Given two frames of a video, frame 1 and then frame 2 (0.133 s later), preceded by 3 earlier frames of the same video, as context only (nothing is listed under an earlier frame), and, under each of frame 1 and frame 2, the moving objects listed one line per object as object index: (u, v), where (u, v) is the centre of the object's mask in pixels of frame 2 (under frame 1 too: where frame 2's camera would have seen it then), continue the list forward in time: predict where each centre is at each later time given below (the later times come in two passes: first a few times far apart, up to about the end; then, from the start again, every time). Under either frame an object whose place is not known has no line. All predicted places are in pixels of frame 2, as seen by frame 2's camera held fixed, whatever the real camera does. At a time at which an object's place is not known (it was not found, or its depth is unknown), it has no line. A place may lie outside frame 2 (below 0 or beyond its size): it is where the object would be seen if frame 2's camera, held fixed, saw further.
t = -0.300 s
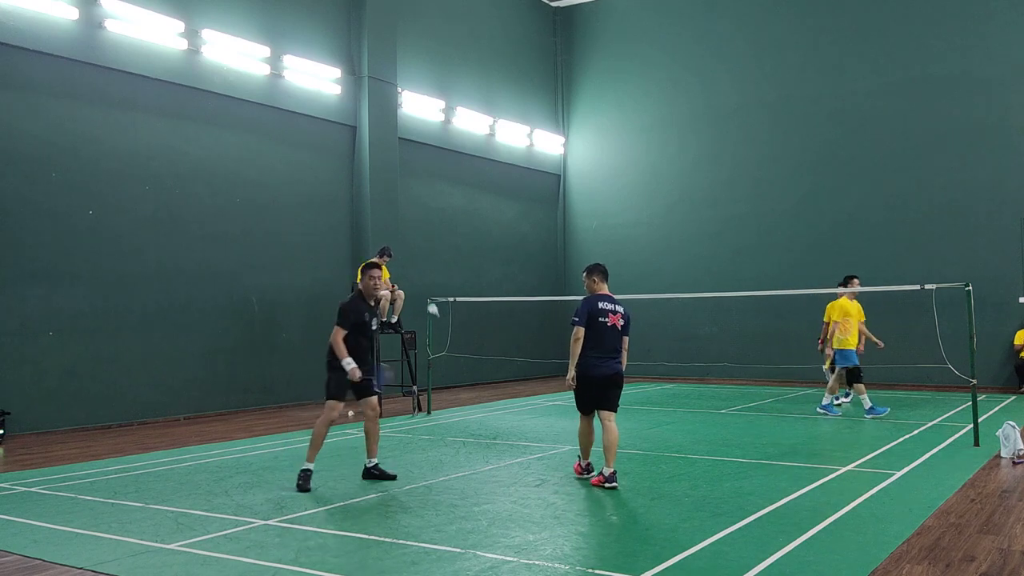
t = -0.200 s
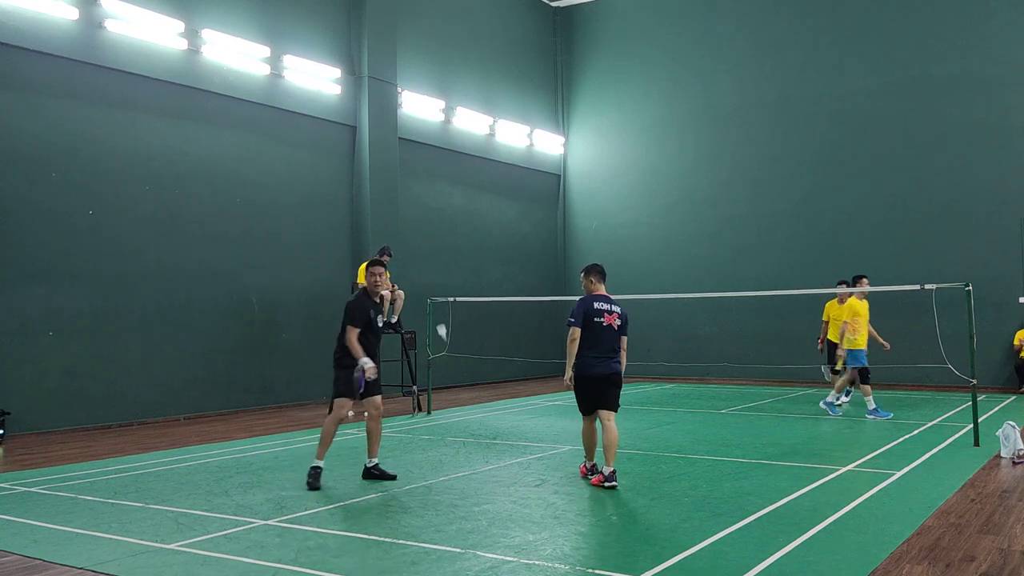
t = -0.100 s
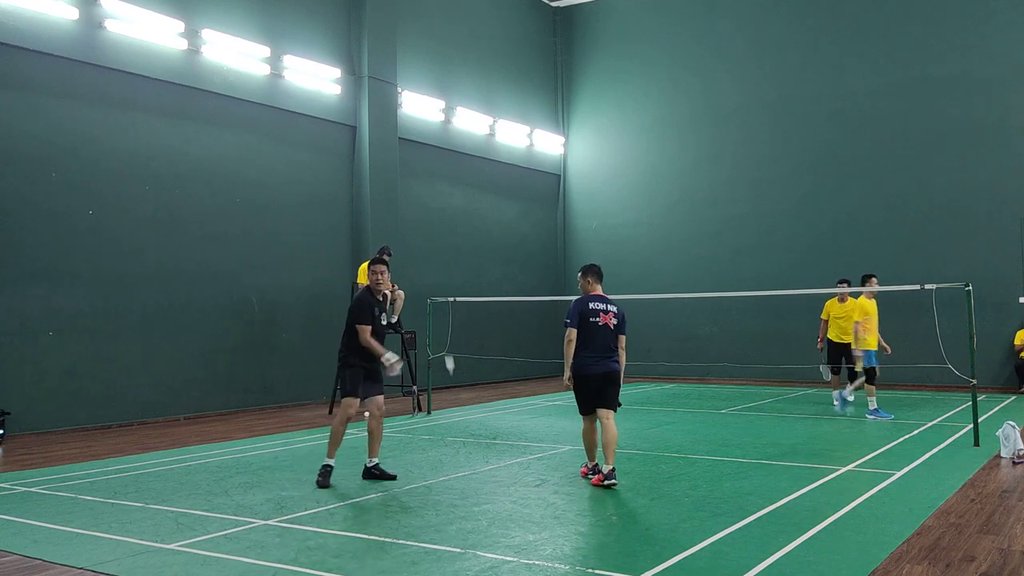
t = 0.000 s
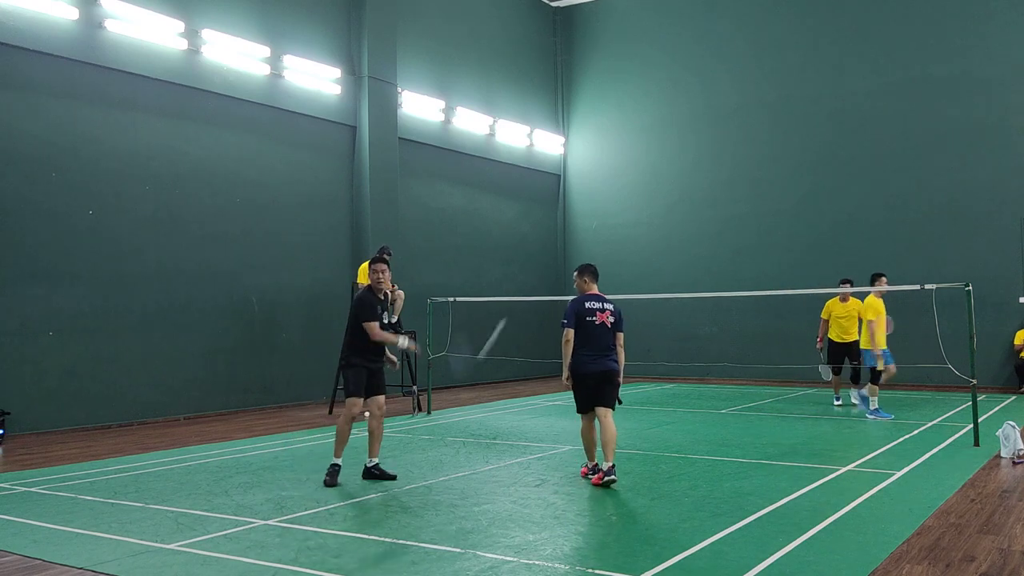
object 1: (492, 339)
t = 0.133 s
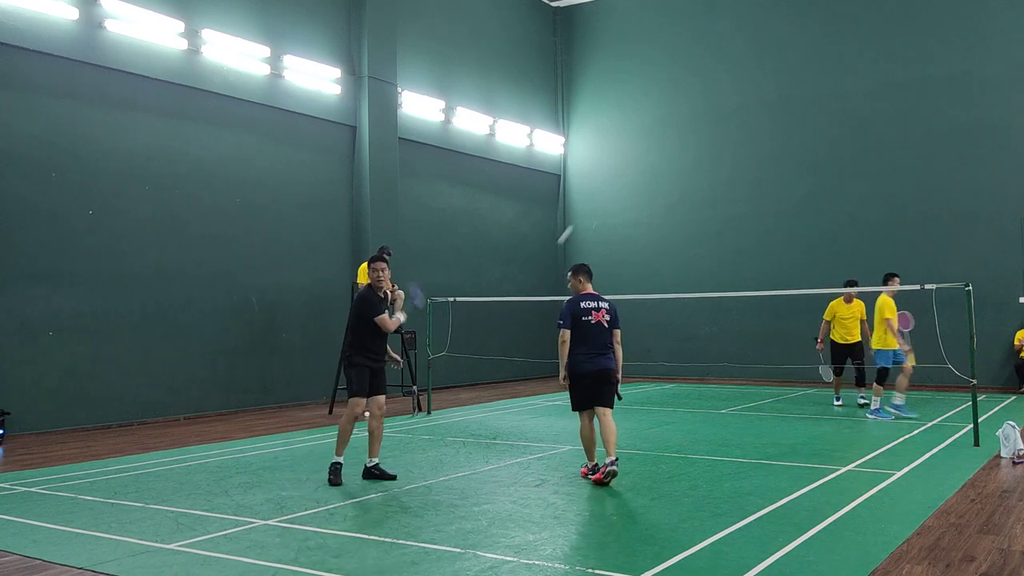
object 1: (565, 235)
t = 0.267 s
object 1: (605, 191)
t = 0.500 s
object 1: (646, 174)
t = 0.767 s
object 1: (678, 203)
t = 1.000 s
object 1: (698, 256)
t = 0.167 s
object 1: (576, 221)
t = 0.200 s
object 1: (588, 209)
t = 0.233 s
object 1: (596, 199)
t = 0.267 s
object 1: (605, 191)
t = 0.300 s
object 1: (612, 186)
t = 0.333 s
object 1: (619, 181)
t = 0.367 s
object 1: (625, 177)
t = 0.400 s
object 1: (632, 175)
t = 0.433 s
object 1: (637, 174)
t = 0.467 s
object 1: (642, 173)
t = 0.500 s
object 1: (646, 174)
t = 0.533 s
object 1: (651, 175)
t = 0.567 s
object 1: (656, 177)
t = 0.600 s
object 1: (660, 180)
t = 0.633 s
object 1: (664, 184)
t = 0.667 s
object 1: (667, 187)
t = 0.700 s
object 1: (671, 192)
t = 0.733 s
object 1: (675, 198)
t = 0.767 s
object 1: (678, 203)
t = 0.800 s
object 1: (681, 209)
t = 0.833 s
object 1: (684, 216)
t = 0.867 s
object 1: (688, 224)
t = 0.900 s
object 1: (690, 231)
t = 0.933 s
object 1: (693, 239)
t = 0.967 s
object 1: (696, 247)
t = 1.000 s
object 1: (698, 256)
